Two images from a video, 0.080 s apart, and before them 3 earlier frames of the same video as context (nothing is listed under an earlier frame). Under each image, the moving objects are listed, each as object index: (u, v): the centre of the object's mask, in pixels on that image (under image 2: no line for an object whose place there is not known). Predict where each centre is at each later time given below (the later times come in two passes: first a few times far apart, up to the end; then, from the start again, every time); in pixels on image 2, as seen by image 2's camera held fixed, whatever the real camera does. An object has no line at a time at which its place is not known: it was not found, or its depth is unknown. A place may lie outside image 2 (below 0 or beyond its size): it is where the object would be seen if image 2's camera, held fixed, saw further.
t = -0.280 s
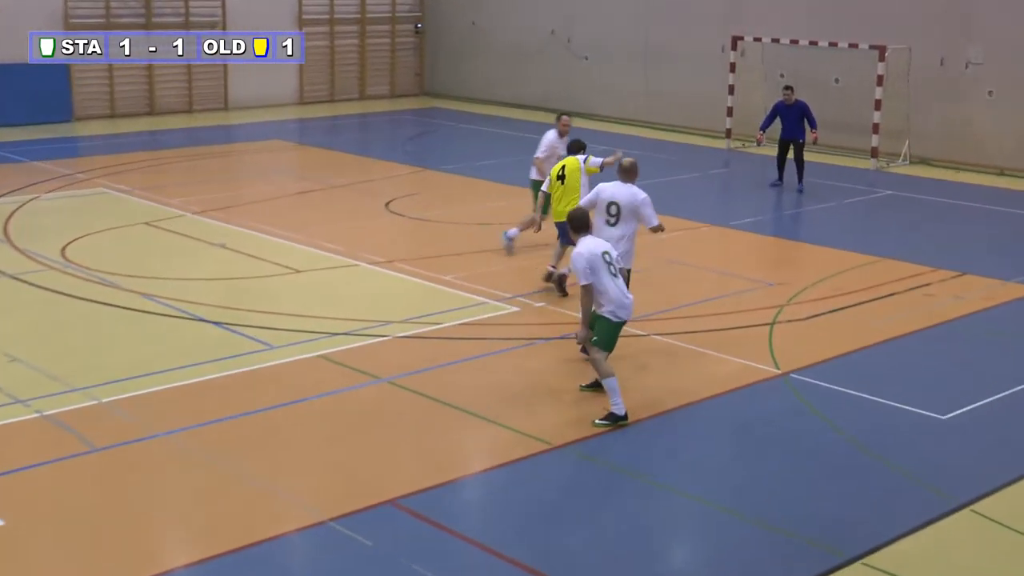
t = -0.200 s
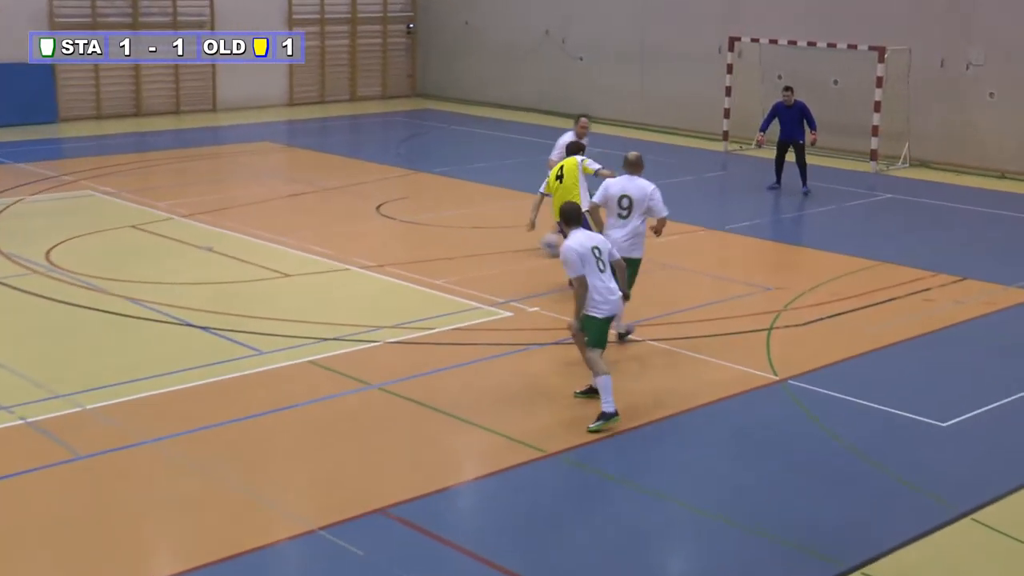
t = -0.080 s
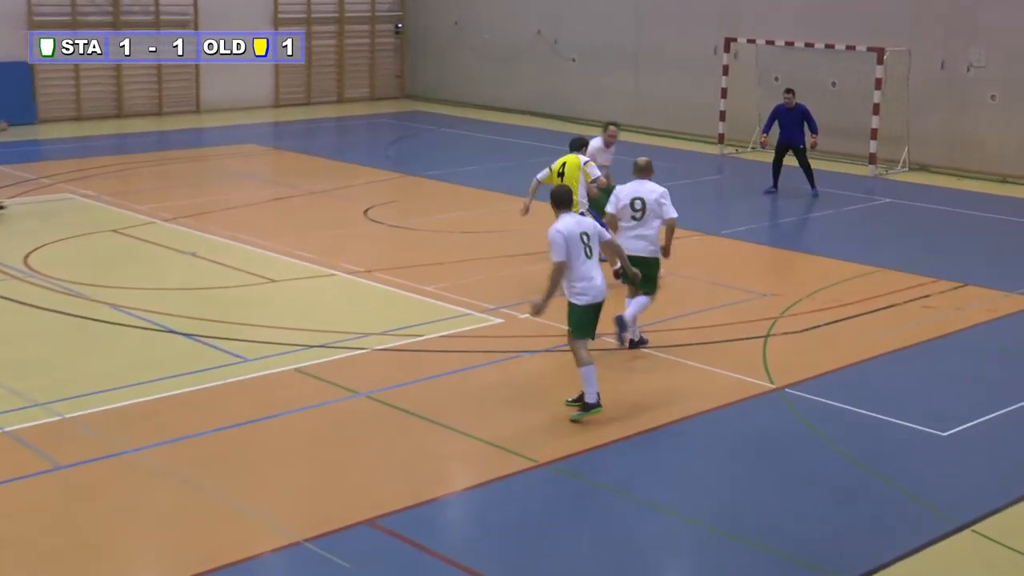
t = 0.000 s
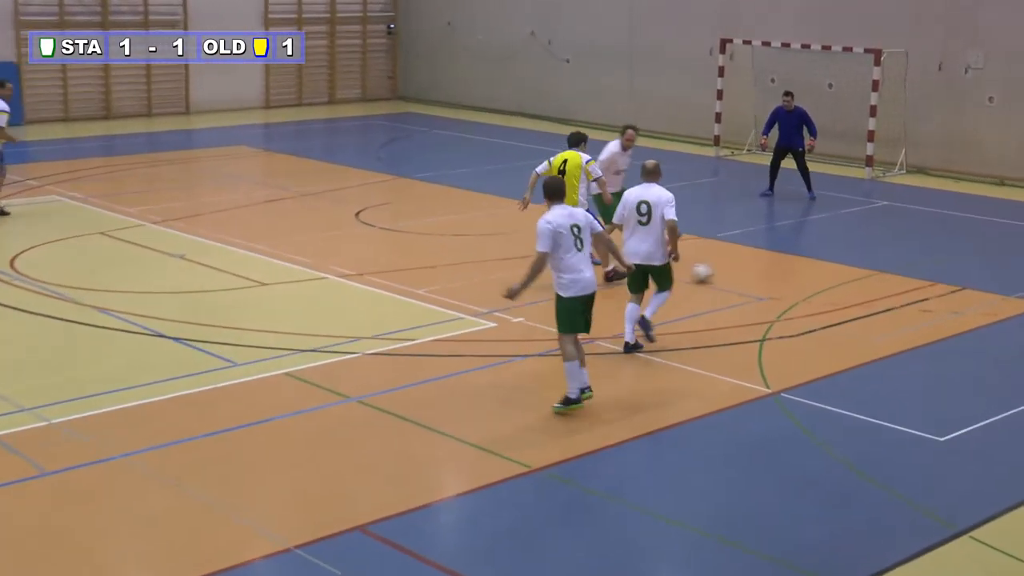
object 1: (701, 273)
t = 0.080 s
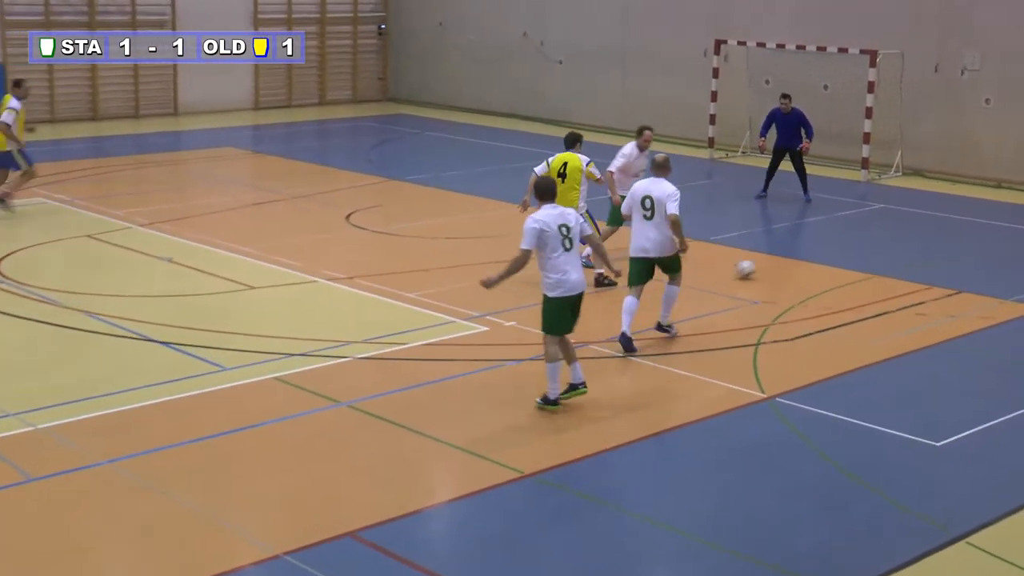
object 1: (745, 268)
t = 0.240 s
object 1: (829, 258)
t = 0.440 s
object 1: (914, 248)
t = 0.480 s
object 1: (928, 247)
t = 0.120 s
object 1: (767, 266)
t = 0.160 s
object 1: (789, 263)
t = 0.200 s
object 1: (809, 261)
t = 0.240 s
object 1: (829, 258)
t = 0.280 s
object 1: (848, 255)
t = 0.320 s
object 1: (865, 253)
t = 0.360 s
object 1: (882, 251)
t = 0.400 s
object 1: (898, 250)
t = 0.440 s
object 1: (914, 248)
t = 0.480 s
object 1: (928, 247)
